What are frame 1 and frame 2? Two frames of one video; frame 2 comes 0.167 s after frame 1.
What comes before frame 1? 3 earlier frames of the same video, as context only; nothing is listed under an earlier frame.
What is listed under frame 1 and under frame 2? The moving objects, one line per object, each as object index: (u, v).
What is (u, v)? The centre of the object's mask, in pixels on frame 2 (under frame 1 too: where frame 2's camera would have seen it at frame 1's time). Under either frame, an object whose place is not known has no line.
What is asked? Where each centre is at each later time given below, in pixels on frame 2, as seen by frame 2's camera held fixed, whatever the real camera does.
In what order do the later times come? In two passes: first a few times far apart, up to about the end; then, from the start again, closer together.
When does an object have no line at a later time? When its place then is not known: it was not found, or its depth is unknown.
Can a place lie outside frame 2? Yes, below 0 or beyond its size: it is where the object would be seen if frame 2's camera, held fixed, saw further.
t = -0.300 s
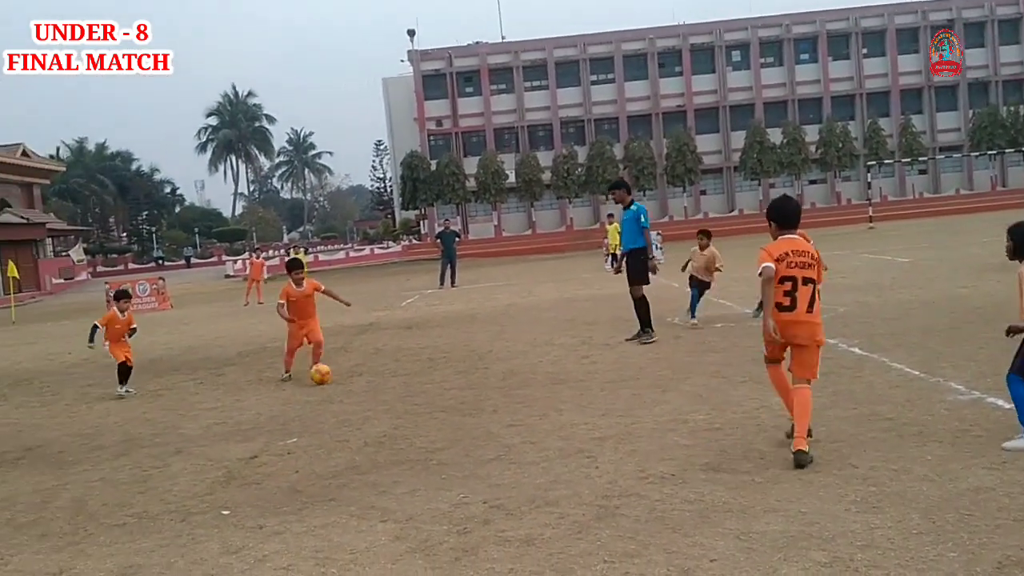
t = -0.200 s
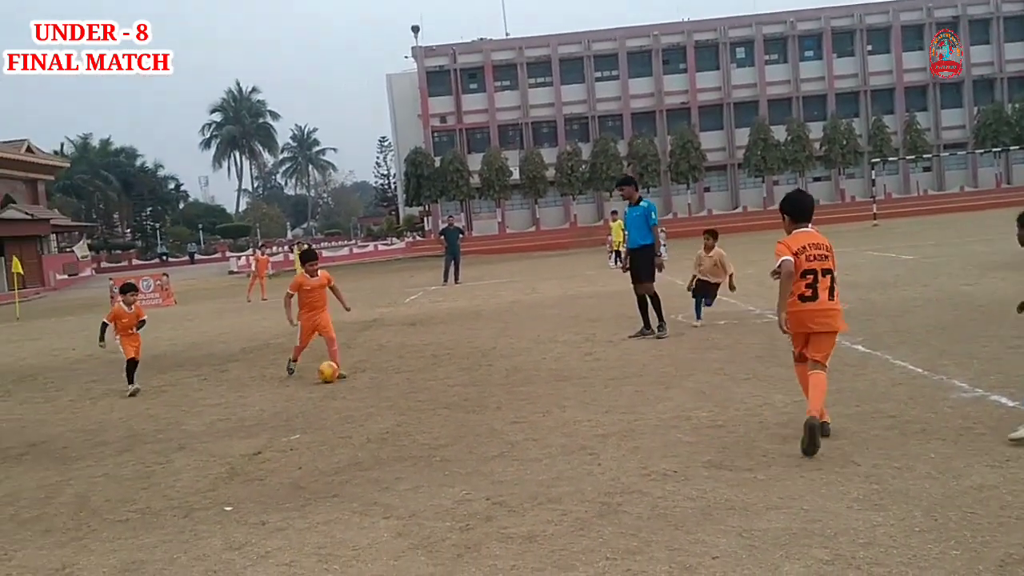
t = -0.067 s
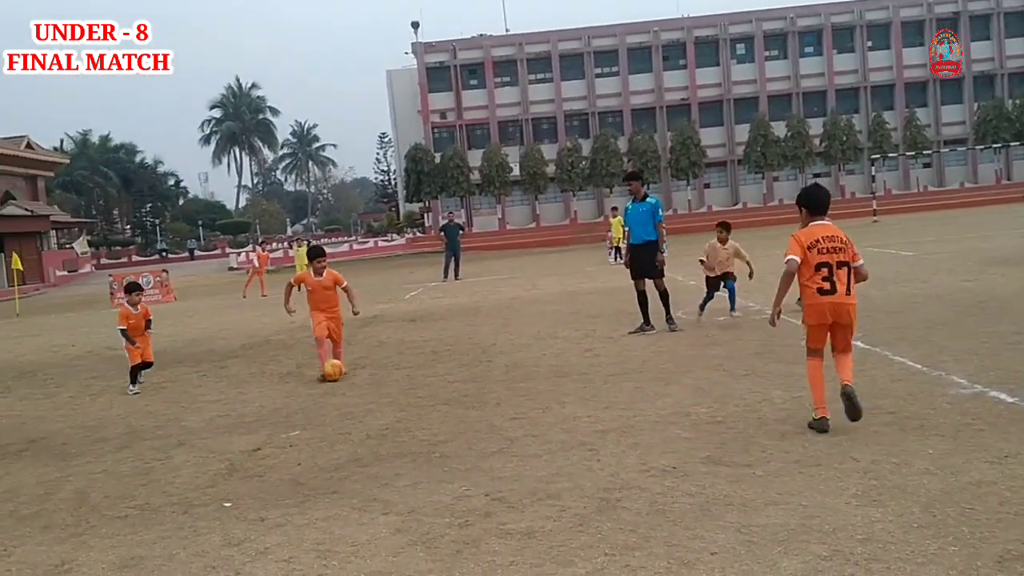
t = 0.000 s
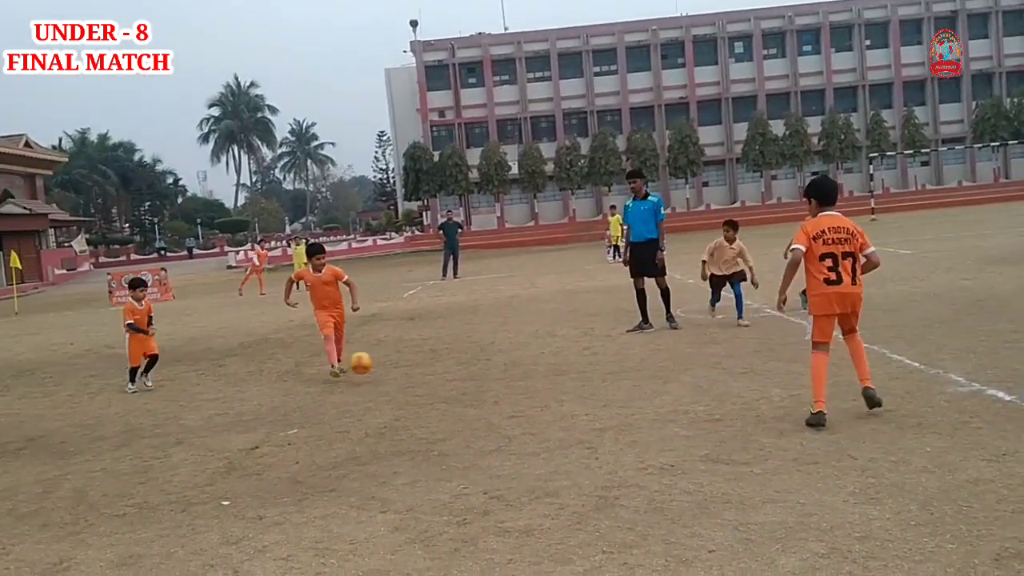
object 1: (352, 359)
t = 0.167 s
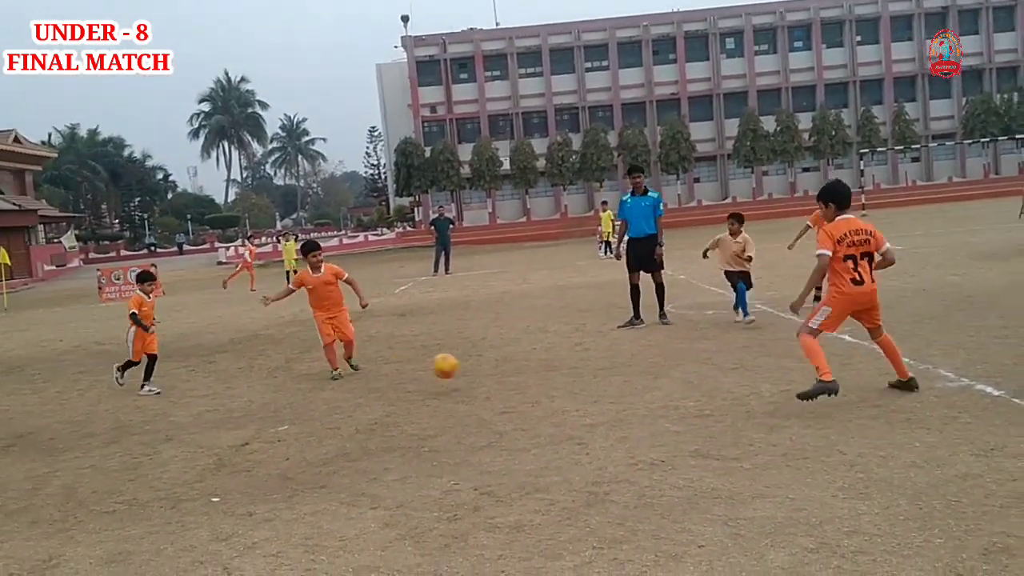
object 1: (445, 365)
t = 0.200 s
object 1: (466, 372)
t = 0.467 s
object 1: (639, 392)
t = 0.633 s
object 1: (747, 396)
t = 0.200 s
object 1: (466, 372)
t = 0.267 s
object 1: (513, 388)
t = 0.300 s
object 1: (532, 387)
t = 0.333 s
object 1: (551, 384)
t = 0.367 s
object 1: (573, 384)
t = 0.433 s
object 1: (616, 388)
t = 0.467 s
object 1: (639, 392)
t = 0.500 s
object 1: (664, 398)
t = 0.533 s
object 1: (691, 409)
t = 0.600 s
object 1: (728, 401)
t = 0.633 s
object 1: (747, 396)
